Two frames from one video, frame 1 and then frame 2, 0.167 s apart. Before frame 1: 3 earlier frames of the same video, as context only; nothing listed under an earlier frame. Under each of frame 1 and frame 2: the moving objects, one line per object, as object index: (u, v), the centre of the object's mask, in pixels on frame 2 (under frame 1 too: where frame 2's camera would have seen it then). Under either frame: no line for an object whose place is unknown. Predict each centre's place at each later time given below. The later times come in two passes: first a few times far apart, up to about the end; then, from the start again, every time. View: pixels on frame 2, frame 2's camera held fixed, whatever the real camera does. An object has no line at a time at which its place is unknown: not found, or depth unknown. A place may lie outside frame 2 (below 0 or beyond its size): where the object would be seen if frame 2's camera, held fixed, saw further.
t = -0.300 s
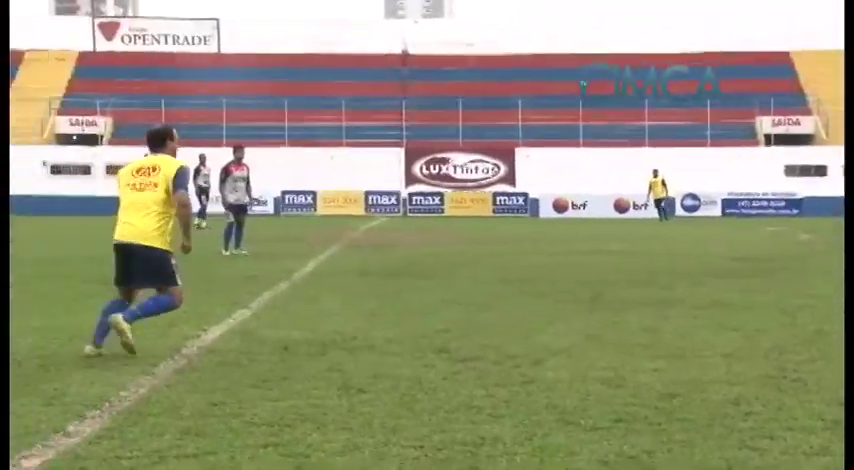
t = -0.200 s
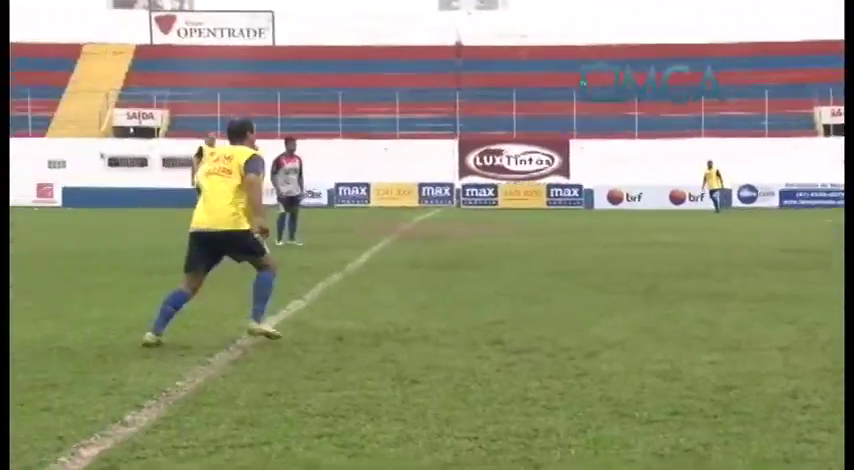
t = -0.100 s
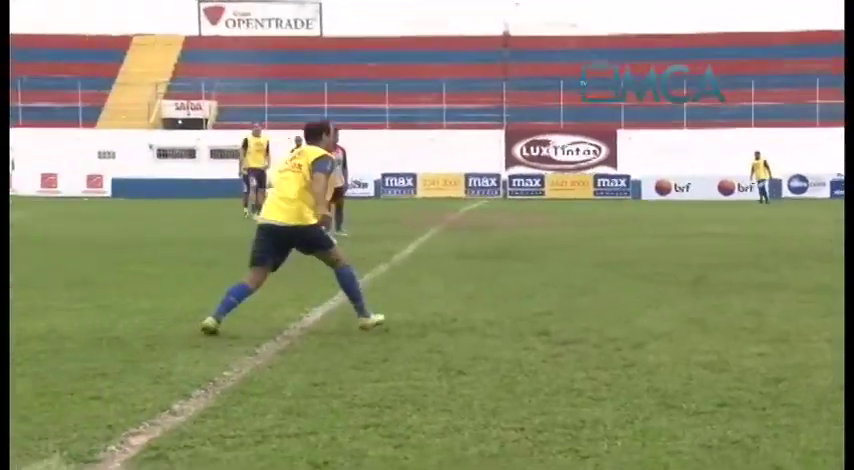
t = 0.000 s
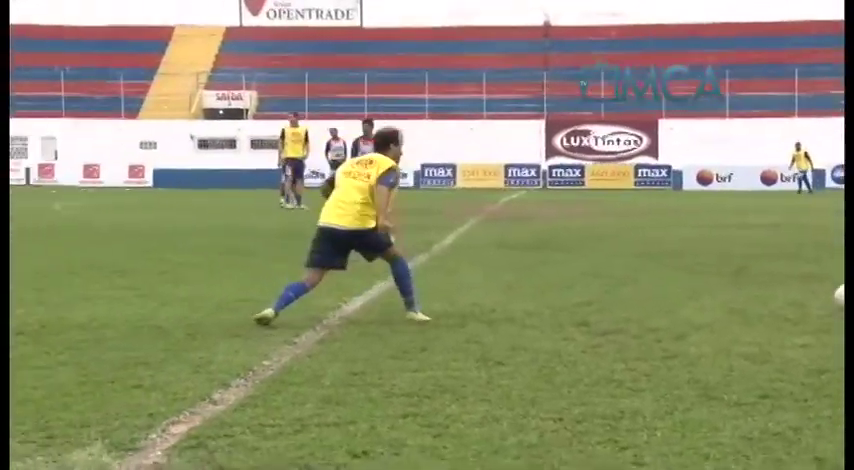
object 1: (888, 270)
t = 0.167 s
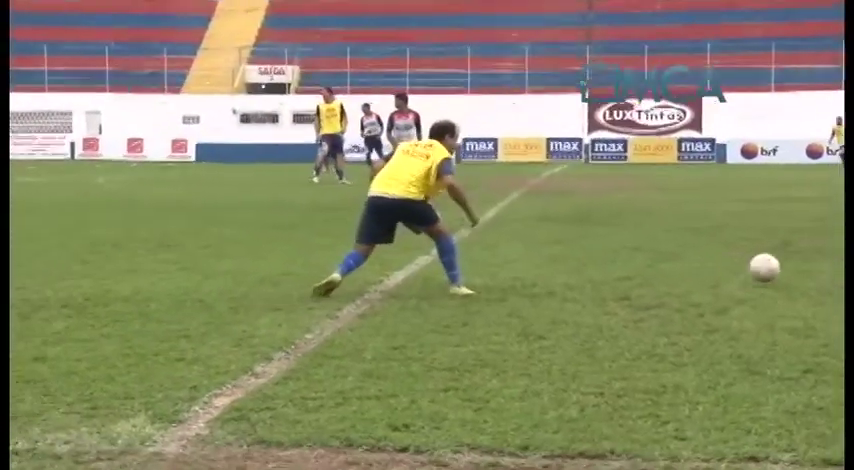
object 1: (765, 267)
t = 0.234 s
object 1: (715, 271)
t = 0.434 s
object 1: (580, 266)
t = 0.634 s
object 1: (461, 259)
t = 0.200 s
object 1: (739, 272)
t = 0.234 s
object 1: (715, 271)
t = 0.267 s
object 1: (691, 267)
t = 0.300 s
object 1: (668, 265)
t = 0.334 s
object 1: (646, 265)
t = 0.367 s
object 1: (623, 266)
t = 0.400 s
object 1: (601, 268)
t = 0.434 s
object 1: (580, 266)
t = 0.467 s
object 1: (560, 263)
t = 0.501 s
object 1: (539, 261)
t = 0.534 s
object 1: (519, 261)
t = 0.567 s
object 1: (499, 262)
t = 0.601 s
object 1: (479, 262)
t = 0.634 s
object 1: (461, 259)
